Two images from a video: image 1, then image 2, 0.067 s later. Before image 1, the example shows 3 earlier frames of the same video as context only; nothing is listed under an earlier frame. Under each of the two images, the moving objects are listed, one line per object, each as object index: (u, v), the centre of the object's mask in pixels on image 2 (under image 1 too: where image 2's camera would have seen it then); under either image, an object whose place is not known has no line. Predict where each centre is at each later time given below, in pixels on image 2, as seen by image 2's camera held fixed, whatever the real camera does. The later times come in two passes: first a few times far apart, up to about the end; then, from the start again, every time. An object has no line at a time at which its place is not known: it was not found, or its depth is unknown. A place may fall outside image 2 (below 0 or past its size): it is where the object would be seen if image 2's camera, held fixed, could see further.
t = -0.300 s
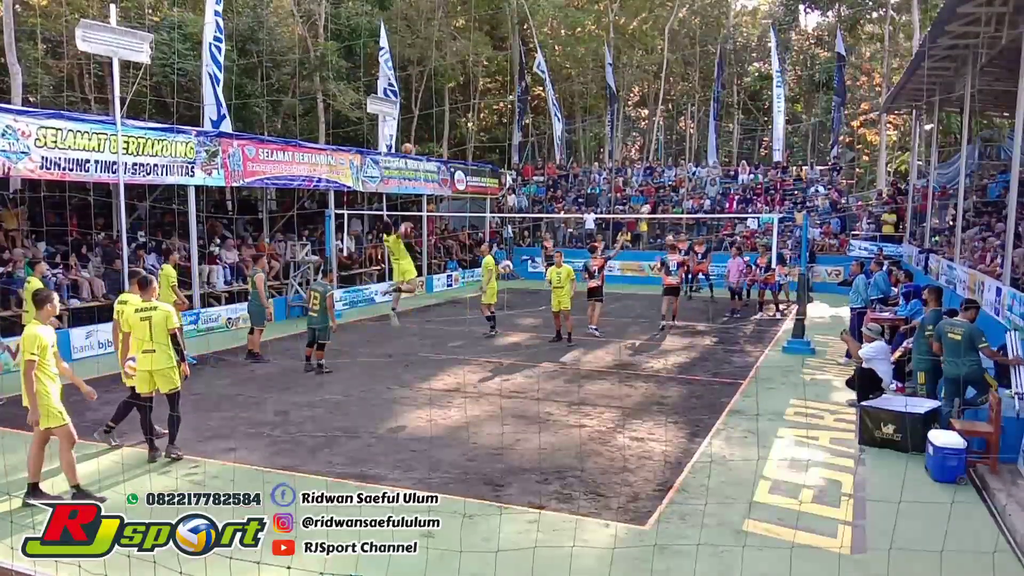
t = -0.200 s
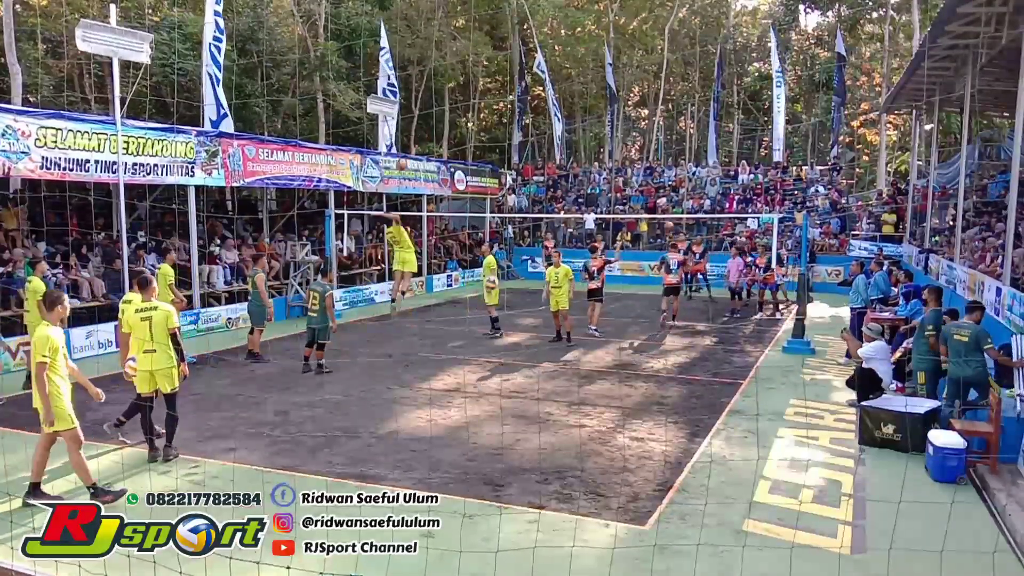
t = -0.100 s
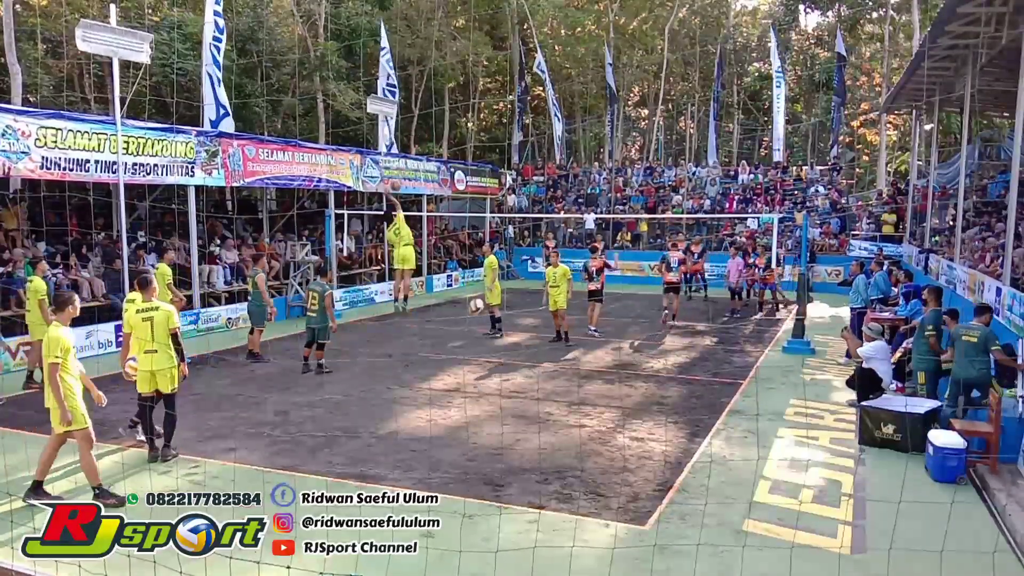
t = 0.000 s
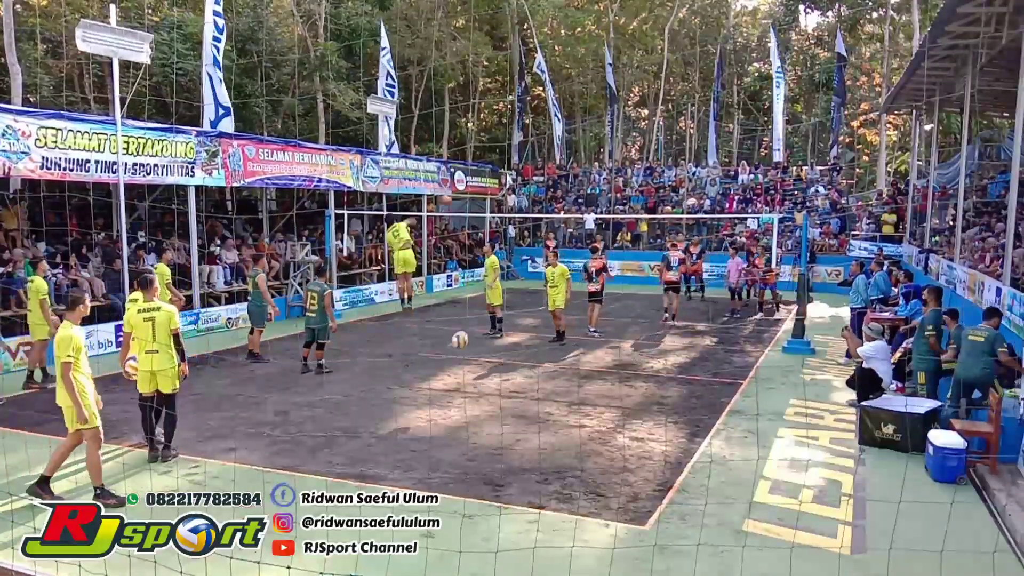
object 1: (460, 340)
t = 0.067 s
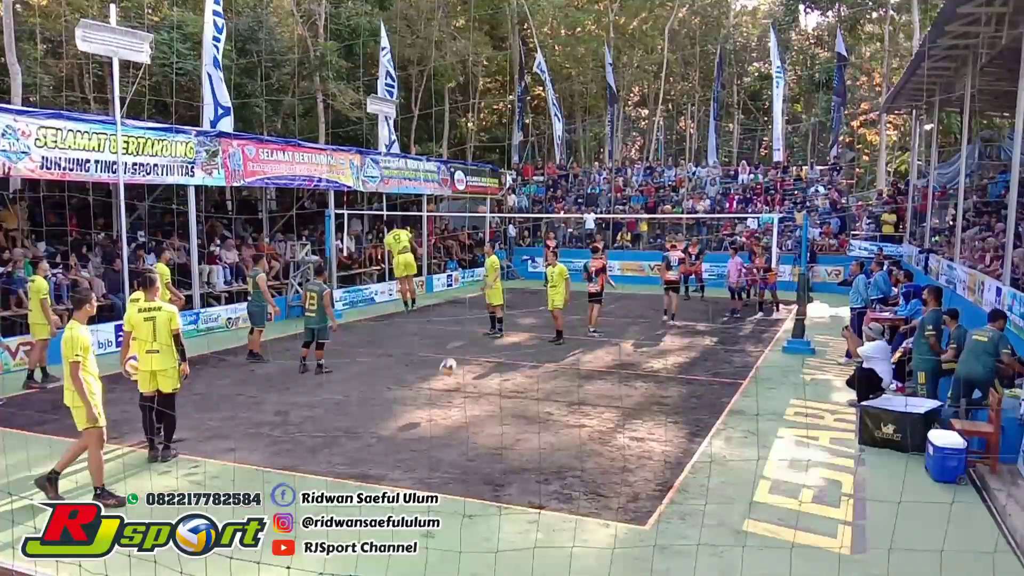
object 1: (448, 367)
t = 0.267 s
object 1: (422, 377)
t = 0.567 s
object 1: (394, 339)
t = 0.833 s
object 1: (367, 372)
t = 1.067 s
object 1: (340, 454)
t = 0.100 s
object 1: (442, 383)
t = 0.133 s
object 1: (436, 400)
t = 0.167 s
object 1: (431, 405)
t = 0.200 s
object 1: (428, 394)
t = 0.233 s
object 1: (425, 385)
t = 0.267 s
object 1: (422, 377)
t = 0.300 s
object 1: (419, 370)
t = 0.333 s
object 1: (416, 363)
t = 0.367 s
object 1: (413, 356)
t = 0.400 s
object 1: (410, 351)
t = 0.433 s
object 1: (407, 347)
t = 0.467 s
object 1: (404, 344)
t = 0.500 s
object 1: (401, 342)
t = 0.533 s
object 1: (398, 340)
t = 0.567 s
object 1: (394, 339)
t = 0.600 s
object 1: (391, 339)
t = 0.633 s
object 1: (388, 341)
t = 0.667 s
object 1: (384, 344)
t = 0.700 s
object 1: (381, 347)
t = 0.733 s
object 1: (377, 352)
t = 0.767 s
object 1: (373, 357)
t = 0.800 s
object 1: (370, 364)
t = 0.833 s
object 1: (367, 372)
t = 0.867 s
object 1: (363, 382)
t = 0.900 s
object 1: (359, 391)
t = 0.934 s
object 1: (356, 402)
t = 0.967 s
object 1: (351, 416)
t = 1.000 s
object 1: (347, 430)
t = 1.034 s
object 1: (343, 445)
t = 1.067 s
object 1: (340, 454)
